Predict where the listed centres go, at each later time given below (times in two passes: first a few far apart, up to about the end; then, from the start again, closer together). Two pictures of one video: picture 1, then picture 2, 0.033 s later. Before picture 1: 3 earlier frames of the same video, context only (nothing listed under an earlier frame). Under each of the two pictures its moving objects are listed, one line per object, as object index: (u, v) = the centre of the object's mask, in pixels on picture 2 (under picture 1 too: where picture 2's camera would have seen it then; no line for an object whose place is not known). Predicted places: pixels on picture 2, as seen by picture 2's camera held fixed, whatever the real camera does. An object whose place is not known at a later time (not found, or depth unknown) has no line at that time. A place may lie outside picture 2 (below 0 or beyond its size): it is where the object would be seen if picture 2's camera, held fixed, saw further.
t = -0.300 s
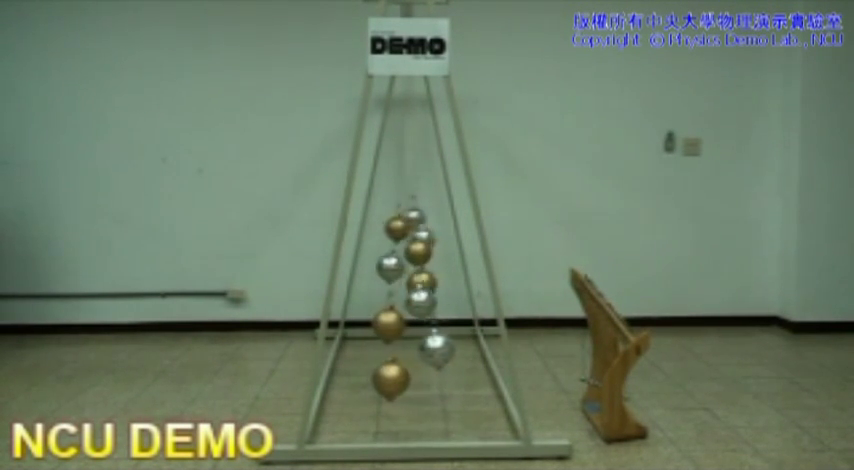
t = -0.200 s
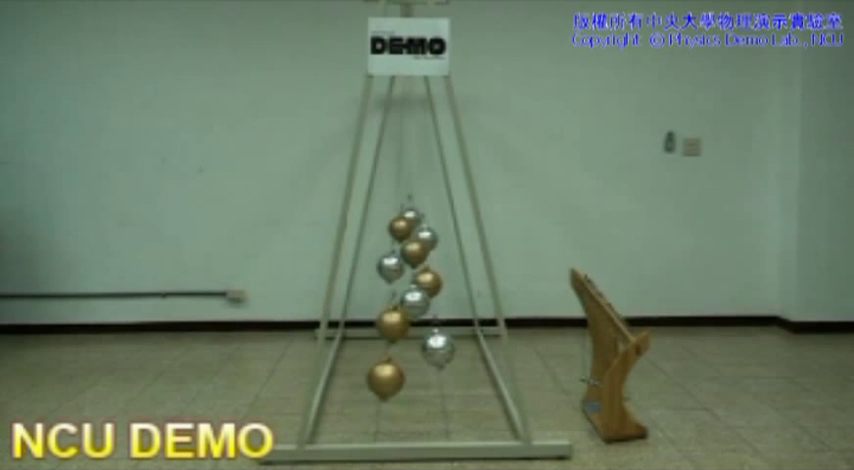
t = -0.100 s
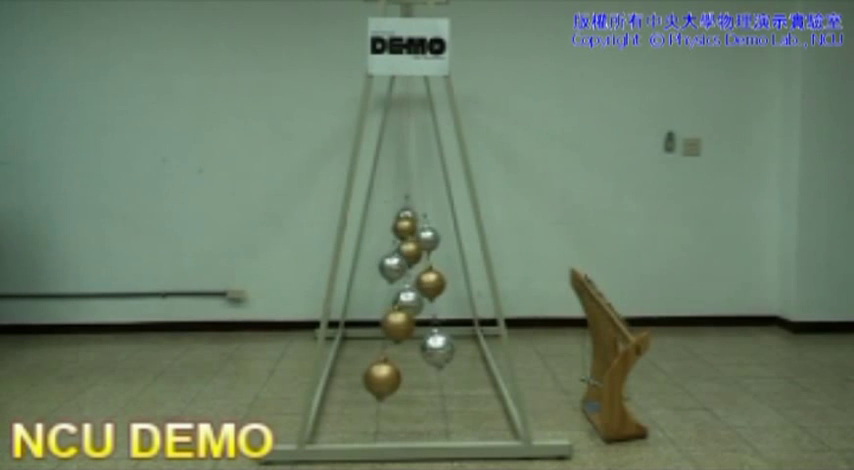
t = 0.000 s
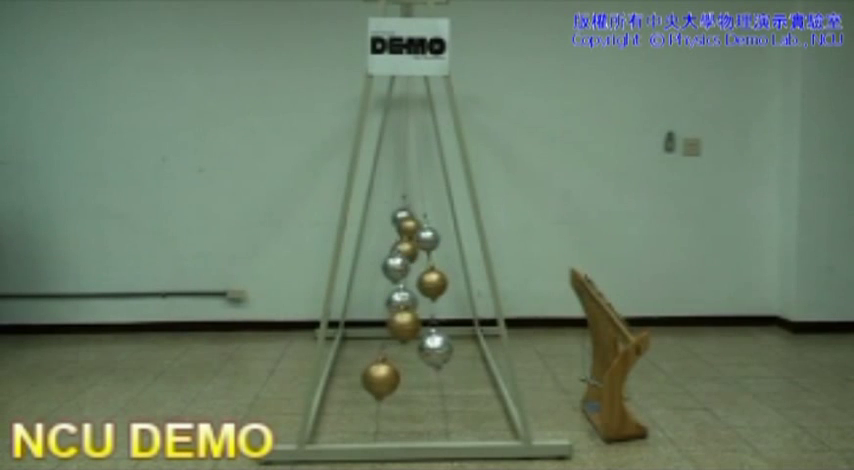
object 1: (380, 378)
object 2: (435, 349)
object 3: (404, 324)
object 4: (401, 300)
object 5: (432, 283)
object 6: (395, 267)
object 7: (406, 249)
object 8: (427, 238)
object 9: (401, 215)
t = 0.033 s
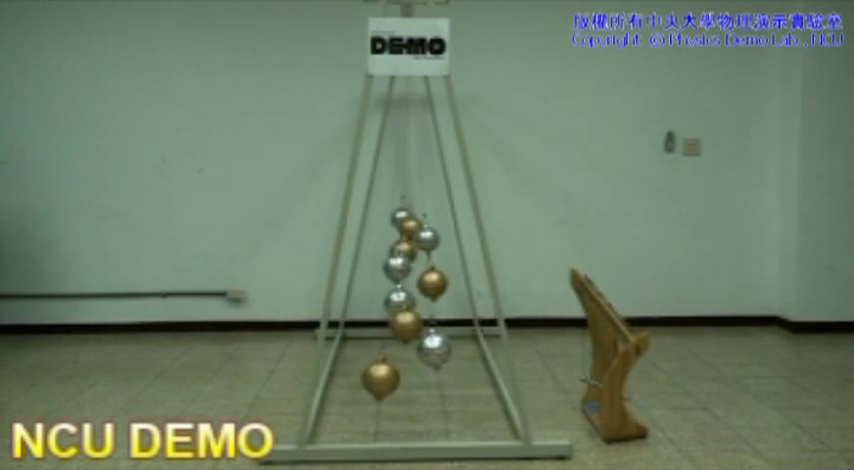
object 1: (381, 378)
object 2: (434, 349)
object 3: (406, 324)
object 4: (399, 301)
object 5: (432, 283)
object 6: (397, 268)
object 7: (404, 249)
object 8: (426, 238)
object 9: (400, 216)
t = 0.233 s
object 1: (384, 378)
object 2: (424, 350)
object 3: (418, 322)
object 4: (390, 302)
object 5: (431, 283)
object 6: (407, 267)
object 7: (395, 250)
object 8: (422, 239)
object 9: (398, 218)
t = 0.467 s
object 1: (397, 379)
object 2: (409, 349)
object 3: (431, 323)
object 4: (387, 302)
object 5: (421, 284)
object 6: (419, 263)
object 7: (394, 251)
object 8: (412, 238)
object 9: (400, 218)
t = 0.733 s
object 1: (417, 379)
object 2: (391, 351)
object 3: (436, 323)
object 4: (395, 302)
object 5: (407, 281)
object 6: (429, 266)
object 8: (397, 235)
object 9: (407, 214)
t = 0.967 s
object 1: (433, 378)
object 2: (384, 351)
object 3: (429, 323)
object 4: (408, 302)
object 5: (392, 282)
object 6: (429, 266)
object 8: (393, 237)
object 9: (417, 213)
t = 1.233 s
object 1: (441, 378)
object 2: (388, 351)
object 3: (415, 324)
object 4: (424, 301)
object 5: (389, 283)
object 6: (418, 268)
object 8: (397, 240)
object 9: (422, 217)
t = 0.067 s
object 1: (381, 378)
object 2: (432, 349)
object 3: (408, 324)
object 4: (397, 301)
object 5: (432, 283)
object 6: (398, 268)
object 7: (402, 248)
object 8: (426, 238)
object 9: (399, 216)
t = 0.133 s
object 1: (381, 378)
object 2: (429, 349)
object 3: (412, 323)
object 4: (395, 302)
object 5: (432, 283)
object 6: (402, 268)
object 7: (399, 248)
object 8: (424, 238)
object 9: (398, 217)
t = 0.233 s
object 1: (384, 378)
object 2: (424, 350)
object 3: (418, 322)
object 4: (390, 302)
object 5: (431, 283)
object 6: (407, 267)
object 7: (395, 250)
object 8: (422, 239)
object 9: (398, 218)
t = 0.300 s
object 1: (387, 378)
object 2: (419, 350)
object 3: (424, 321)
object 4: (388, 302)
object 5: (428, 283)
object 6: (411, 266)
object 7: (394, 251)
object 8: (419, 239)
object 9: (398, 218)
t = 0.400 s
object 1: (393, 379)
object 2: (413, 350)
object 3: (429, 323)
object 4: (387, 302)
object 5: (424, 284)
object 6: (415, 264)
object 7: (394, 251)
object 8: (414, 238)
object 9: (399, 218)
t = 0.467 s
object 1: (397, 379)
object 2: (409, 349)
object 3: (431, 323)
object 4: (387, 302)
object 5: (421, 284)
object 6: (419, 263)
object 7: (394, 251)
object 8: (412, 238)
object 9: (400, 218)
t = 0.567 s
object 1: (405, 380)
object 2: (401, 349)
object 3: (434, 323)
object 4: (388, 302)
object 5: (416, 283)
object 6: (426, 264)
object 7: (396, 252)
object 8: (408, 236)
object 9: (402, 217)
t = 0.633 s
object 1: (410, 380)
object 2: (397, 350)
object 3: (436, 323)
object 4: (391, 302)
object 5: (413, 283)
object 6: (428, 265)
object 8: (404, 235)
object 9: (404, 216)
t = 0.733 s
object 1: (417, 379)
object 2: (391, 351)
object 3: (436, 323)
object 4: (395, 302)
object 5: (407, 281)
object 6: (429, 266)
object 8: (397, 235)
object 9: (407, 214)
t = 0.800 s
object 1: (423, 378)
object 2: (388, 351)
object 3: (435, 323)
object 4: (398, 302)
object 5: (401, 280)
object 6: (430, 266)
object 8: (393, 236)
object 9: (408, 213)
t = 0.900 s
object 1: (429, 378)
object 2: (385, 351)
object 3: (432, 323)
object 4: (404, 302)
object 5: (395, 281)
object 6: (430, 266)
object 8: (393, 237)
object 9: (414, 213)
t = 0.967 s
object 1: (433, 378)
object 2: (384, 351)
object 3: (429, 323)
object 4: (408, 302)
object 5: (392, 282)
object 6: (429, 266)
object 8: (393, 237)
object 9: (417, 213)
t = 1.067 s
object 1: (438, 378)
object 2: (384, 350)
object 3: (424, 324)
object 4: (413, 301)
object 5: (390, 283)
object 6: (426, 266)
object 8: (394, 238)
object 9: (421, 215)
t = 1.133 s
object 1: (439, 378)
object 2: (385, 351)
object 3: (420, 324)
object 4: (418, 299)
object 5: (389, 283)
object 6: (423, 267)
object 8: (395, 238)
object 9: (421, 217)
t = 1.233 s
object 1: (441, 378)
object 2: (388, 351)
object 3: (415, 324)
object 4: (424, 301)
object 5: (389, 283)
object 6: (418, 268)
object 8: (397, 240)
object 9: (422, 217)
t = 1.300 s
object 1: (441, 378)
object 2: (391, 351)
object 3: (411, 323)
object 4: (428, 302)
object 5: (390, 283)
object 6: (415, 268)
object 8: (400, 240)
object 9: (422, 218)
